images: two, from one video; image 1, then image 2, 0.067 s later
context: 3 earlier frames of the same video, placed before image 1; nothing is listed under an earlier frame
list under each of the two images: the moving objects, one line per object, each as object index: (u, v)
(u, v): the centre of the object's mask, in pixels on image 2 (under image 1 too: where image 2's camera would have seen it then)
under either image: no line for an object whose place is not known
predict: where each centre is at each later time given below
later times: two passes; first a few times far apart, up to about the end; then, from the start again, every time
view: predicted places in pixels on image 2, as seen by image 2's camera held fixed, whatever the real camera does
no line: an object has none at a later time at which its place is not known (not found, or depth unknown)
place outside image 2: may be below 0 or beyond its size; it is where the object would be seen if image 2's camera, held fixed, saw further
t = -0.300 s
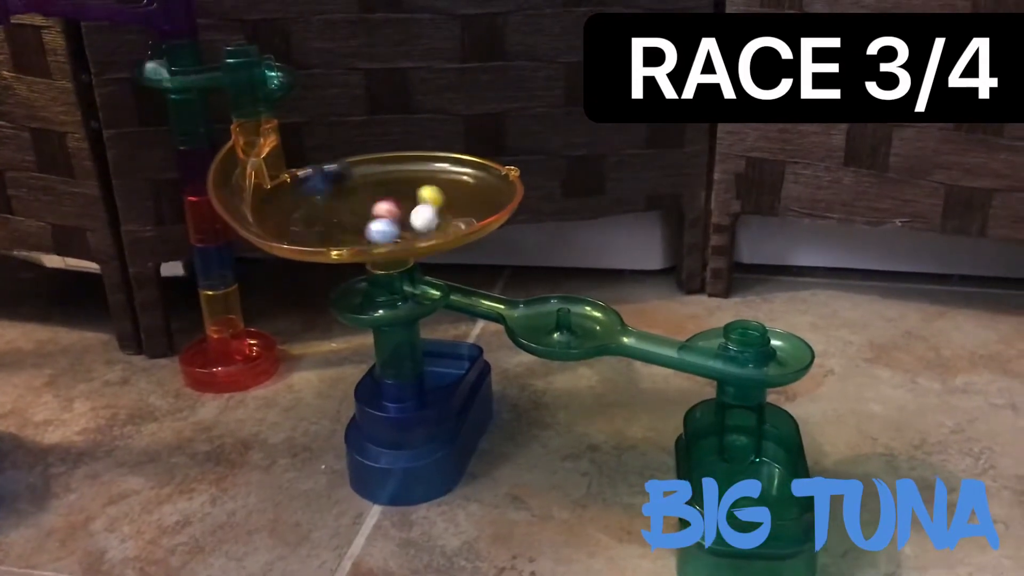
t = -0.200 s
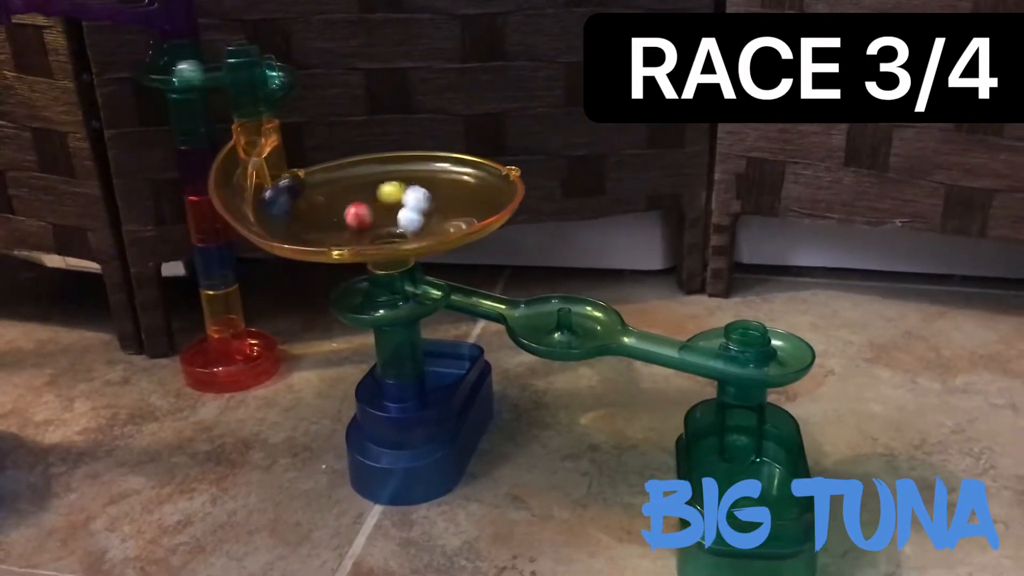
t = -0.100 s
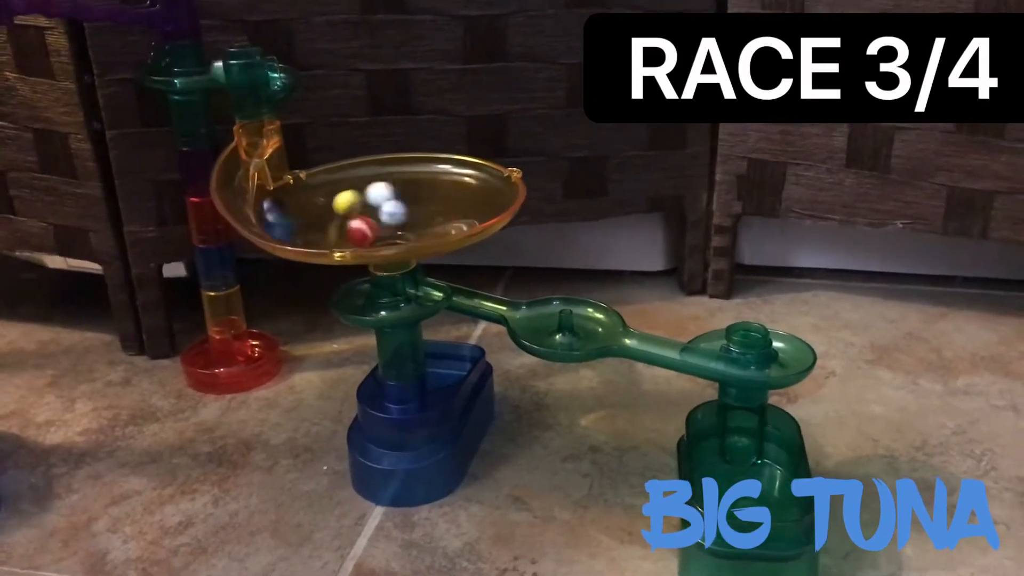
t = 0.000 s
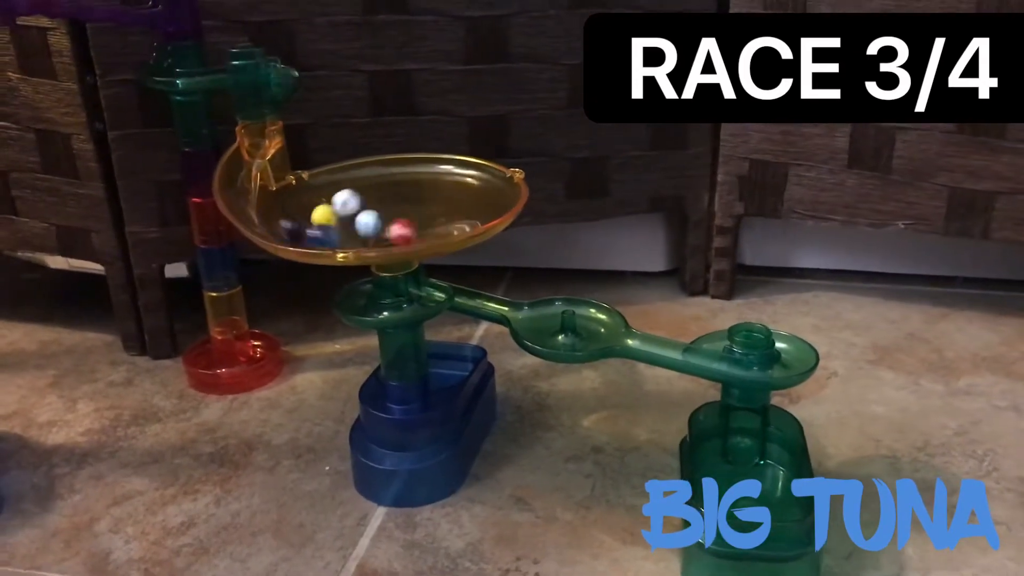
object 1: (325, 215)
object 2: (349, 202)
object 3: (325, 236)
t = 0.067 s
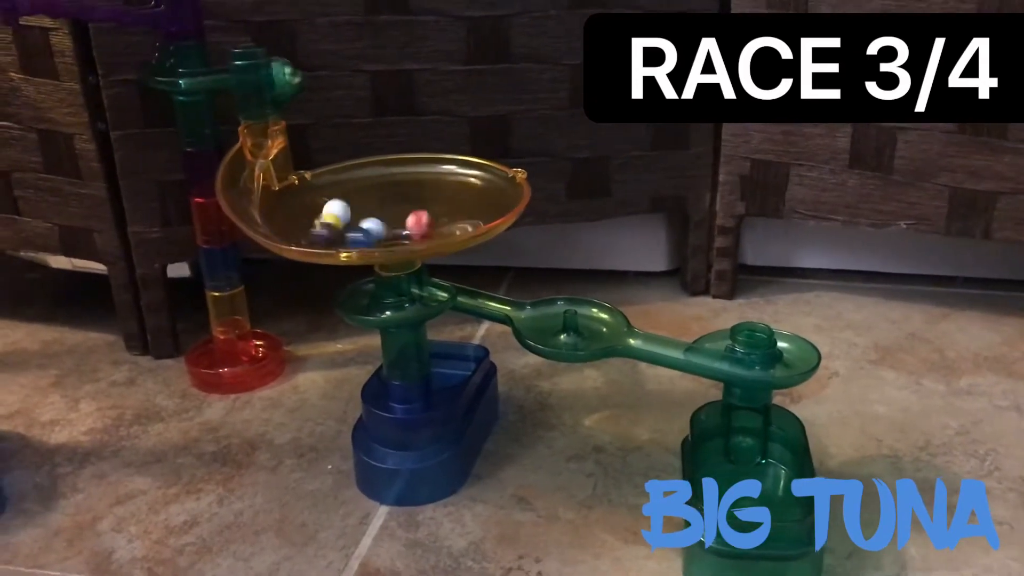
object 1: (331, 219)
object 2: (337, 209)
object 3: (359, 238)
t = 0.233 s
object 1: (386, 228)
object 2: (366, 231)
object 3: (453, 226)
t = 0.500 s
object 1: (426, 197)
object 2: (402, 199)
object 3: (493, 188)
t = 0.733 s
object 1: (335, 205)
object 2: (346, 223)
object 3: (380, 176)
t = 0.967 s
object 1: (358, 230)
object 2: (429, 223)
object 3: (282, 206)
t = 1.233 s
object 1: (417, 194)
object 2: (360, 206)
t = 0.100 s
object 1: (333, 224)
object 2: (335, 213)
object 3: (383, 237)
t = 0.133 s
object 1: (343, 226)
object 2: (335, 219)
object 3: (401, 237)
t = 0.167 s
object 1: (359, 229)
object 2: (342, 225)
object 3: (421, 232)
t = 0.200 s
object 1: (370, 232)
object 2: (353, 229)
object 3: (437, 229)
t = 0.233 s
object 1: (386, 228)
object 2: (366, 231)
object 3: (453, 226)
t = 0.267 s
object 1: (402, 230)
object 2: (381, 230)
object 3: (470, 221)
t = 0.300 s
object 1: (417, 228)
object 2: (397, 231)
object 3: (482, 217)
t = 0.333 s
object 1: (428, 222)
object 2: (409, 226)
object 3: (490, 212)
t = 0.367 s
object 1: (439, 220)
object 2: (419, 218)
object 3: (497, 206)
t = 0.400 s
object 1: (443, 215)
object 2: (422, 212)
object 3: (500, 202)
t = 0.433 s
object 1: (443, 210)
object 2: (418, 206)
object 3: (500, 199)
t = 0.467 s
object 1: (436, 204)
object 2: (411, 201)
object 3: (499, 195)
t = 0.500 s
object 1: (426, 197)
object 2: (402, 199)
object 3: (493, 188)
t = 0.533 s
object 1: (416, 194)
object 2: (389, 199)
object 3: (484, 184)
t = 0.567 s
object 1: (402, 193)
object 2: (376, 201)
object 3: (471, 181)
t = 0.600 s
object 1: (390, 193)
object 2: (364, 203)
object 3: (455, 177)
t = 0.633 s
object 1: (376, 195)
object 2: (354, 208)
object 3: (440, 176)
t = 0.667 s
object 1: (361, 196)
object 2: (347, 214)
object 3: (420, 174)
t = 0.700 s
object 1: (348, 198)
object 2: (345, 218)
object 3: (403, 177)
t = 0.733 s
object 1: (335, 205)
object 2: (346, 223)
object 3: (380, 176)
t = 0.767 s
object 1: (326, 210)
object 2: (352, 228)
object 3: (359, 176)
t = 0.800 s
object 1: (324, 215)
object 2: (362, 230)
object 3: (340, 175)
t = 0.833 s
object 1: (327, 217)
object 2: (375, 231)
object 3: (320, 182)
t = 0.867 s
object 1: (331, 225)
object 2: (390, 231)
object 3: (308, 187)
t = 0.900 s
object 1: (338, 223)
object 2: (404, 230)
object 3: (296, 191)
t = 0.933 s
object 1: (348, 224)
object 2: (419, 226)
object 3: (287, 198)
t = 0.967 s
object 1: (358, 230)
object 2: (429, 223)
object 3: (282, 206)
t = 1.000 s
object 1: (376, 227)
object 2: (433, 217)
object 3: (281, 209)
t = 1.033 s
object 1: (394, 232)
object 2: (432, 211)
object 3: (286, 220)
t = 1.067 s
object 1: (409, 228)
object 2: (428, 208)
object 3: (287, 222)
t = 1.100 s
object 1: (420, 226)
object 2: (418, 204)
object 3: (297, 226)
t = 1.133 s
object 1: (428, 218)
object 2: (403, 203)
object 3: (309, 231)
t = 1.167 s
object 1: (430, 211)
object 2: (389, 203)
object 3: (329, 234)
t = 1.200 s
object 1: (425, 200)
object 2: (374, 203)
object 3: (340, 234)
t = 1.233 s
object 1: (417, 194)
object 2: (360, 206)
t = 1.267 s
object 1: (404, 195)
